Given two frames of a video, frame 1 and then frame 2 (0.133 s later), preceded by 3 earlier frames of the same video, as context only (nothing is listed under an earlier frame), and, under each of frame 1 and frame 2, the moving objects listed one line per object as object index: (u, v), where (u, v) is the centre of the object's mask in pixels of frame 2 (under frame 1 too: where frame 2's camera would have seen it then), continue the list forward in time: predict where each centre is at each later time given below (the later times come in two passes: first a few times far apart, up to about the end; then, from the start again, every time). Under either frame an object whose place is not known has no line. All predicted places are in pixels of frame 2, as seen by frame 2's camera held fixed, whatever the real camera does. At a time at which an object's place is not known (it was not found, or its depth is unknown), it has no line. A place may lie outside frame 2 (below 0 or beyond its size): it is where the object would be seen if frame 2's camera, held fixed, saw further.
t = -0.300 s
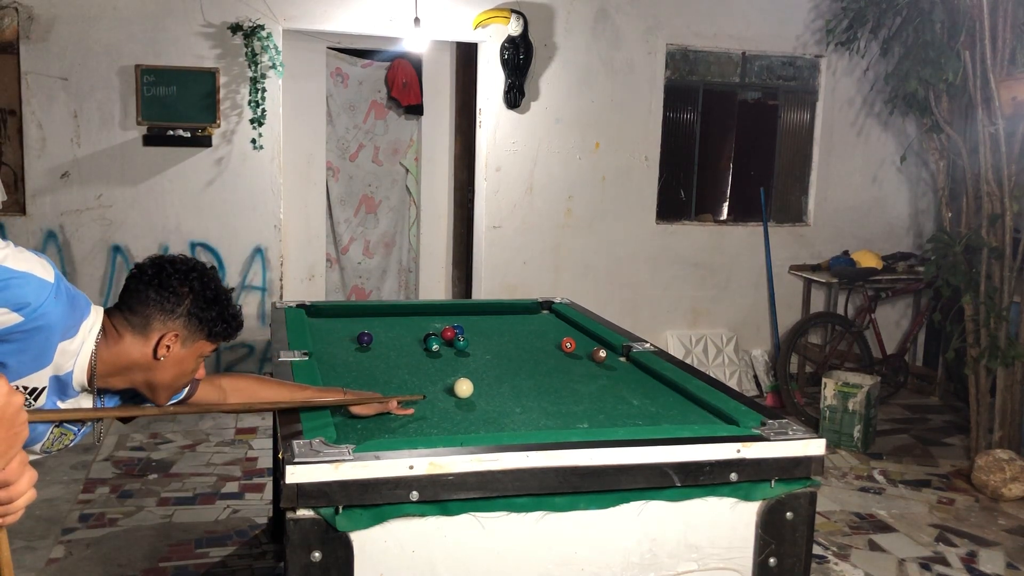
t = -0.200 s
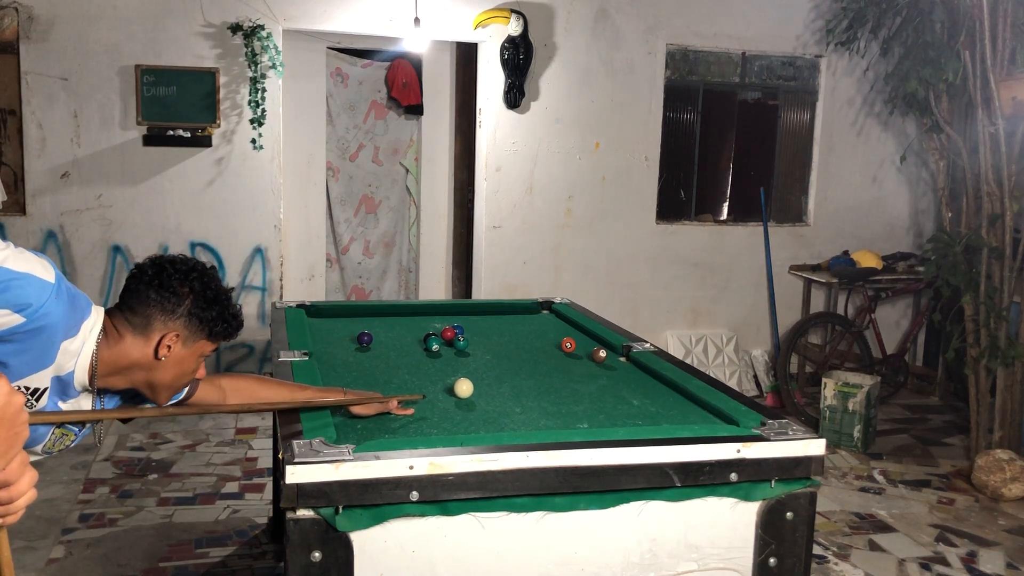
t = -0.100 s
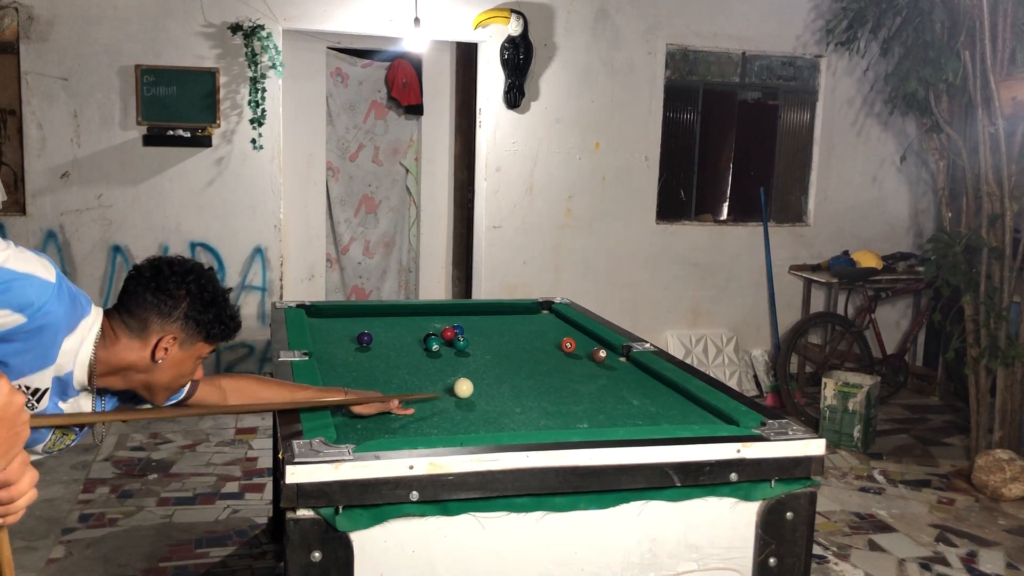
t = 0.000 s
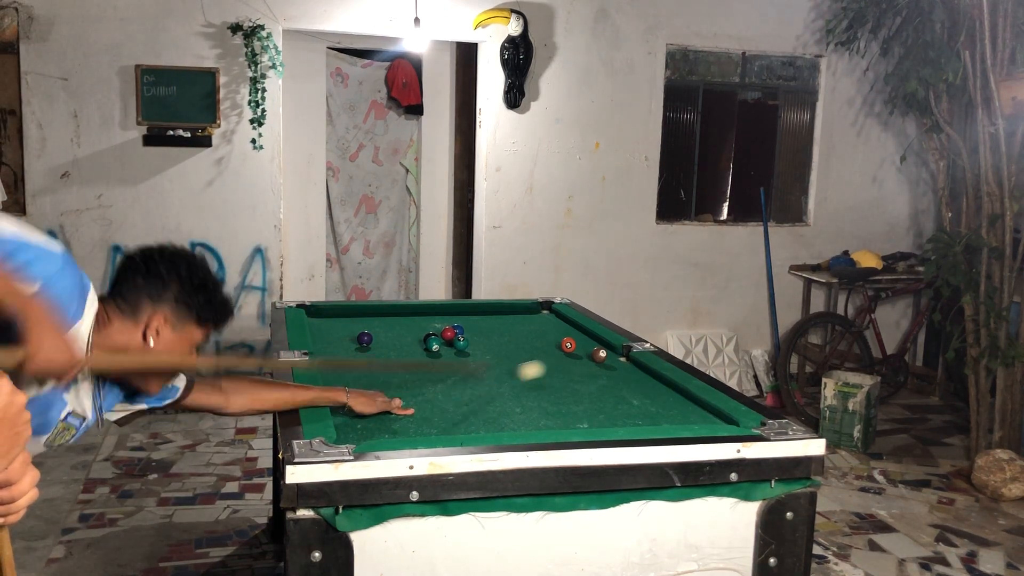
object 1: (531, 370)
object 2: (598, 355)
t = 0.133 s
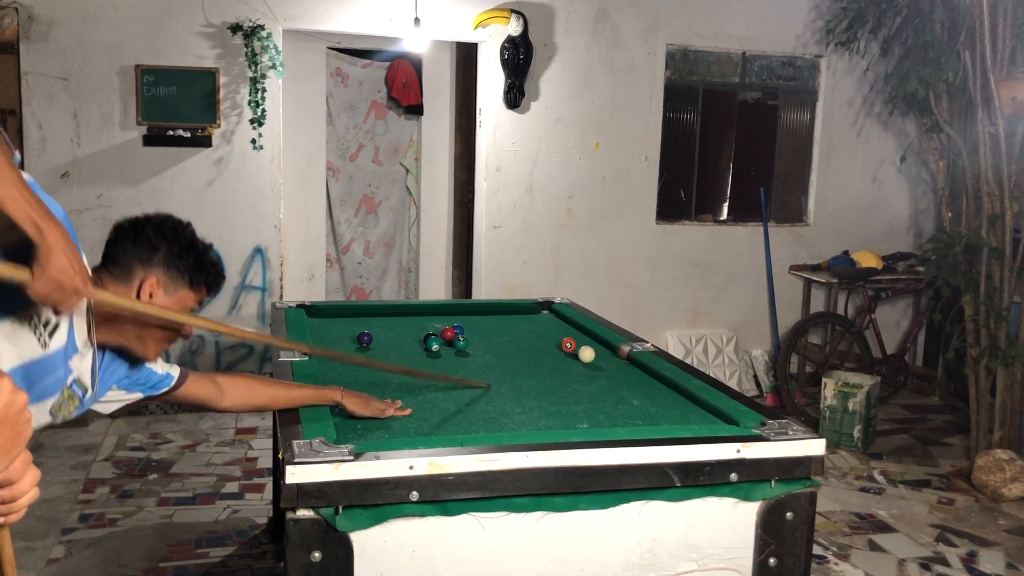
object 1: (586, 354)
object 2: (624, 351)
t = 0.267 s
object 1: (585, 350)
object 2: (615, 350)
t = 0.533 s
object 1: (582, 345)
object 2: (600, 347)
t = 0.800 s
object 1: (576, 341)
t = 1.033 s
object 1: (570, 338)
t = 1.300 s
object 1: (564, 335)
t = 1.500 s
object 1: (560, 333)
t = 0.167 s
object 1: (586, 353)
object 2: (623, 351)
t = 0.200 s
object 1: (586, 352)
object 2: (621, 350)
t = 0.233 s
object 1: (585, 351)
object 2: (618, 350)
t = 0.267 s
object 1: (585, 350)
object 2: (615, 350)
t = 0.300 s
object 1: (585, 350)
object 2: (613, 350)
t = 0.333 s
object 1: (584, 349)
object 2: (611, 350)
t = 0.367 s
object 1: (584, 348)
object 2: (608, 349)
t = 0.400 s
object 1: (583, 347)
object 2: (606, 349)
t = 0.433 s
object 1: (583, 347)
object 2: (604, 349)
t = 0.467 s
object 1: (583, 346)
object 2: (602, 348)
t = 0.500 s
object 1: (583, 346)
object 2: (601, 348)
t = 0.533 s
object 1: (582, 345)
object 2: (600, 347)
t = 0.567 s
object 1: (582, 344)
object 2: (600, 347)
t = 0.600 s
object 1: (581, 344)
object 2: (599, 347)
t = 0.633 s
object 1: (580, 343)
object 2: (599, 347)
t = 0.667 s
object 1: (579, 343)
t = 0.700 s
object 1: (578, 342)
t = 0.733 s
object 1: (578, 342)
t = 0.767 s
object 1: (577, 341)
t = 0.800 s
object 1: (576, 341)
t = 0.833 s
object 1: (575, 340)
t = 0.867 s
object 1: (574, 340)
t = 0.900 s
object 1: (573, 339)
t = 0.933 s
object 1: (573, 339)
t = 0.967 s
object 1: (572, 339)
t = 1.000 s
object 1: (571, 338)
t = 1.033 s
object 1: (570, 338)
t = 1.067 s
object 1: (569, 338)
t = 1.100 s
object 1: (569, 337)
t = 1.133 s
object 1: (568, 337)
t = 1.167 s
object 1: (567, 337)
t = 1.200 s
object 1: (566, 336)
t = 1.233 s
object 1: (566, 336)
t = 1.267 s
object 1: (565, 335)
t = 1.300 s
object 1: (564, 335)
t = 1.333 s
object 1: (563, 335)
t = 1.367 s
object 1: (563, 334)
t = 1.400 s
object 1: (562, 334)
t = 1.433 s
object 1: (561, 334)
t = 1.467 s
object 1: (561, 333)
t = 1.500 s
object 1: (560, 333)
